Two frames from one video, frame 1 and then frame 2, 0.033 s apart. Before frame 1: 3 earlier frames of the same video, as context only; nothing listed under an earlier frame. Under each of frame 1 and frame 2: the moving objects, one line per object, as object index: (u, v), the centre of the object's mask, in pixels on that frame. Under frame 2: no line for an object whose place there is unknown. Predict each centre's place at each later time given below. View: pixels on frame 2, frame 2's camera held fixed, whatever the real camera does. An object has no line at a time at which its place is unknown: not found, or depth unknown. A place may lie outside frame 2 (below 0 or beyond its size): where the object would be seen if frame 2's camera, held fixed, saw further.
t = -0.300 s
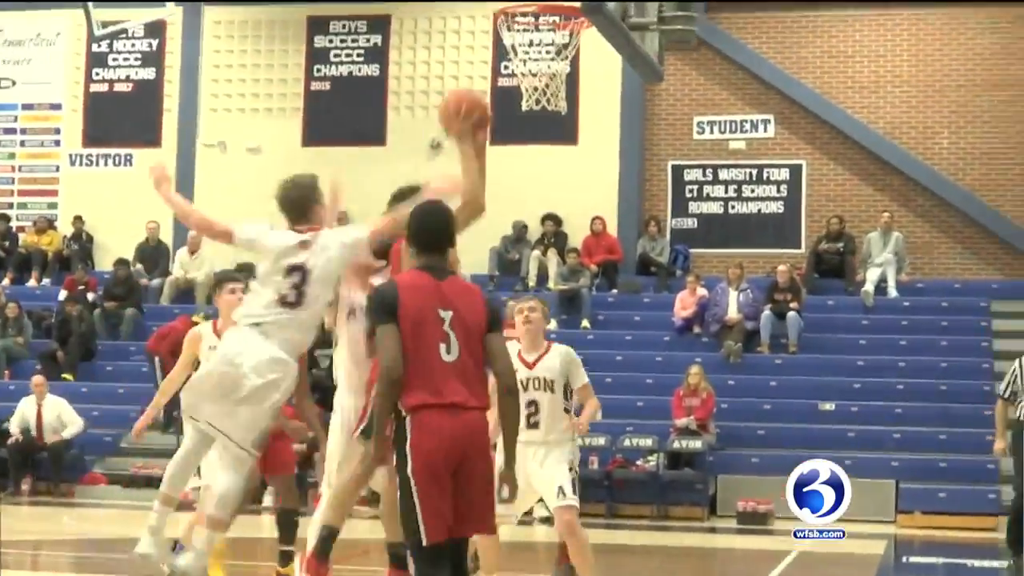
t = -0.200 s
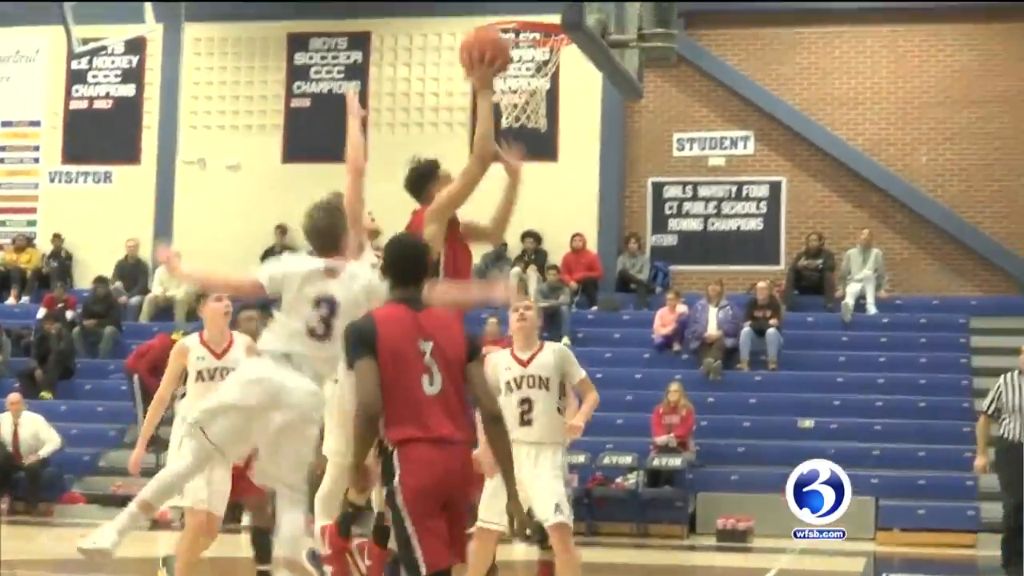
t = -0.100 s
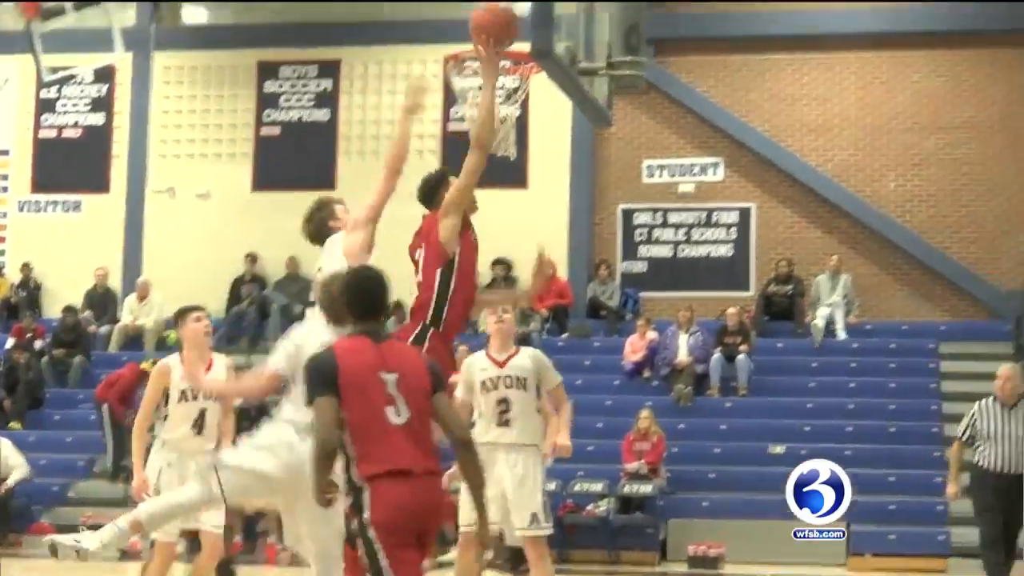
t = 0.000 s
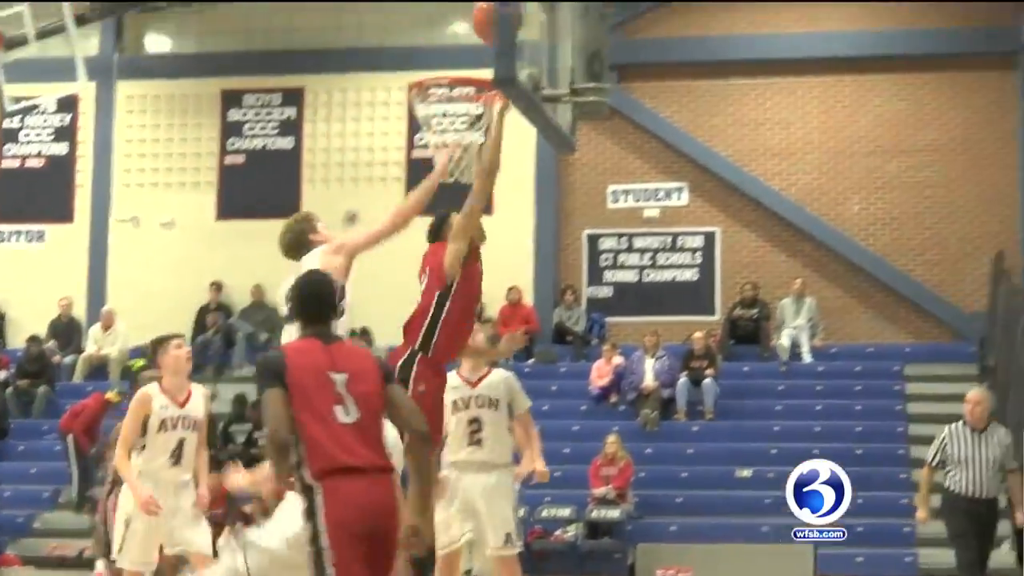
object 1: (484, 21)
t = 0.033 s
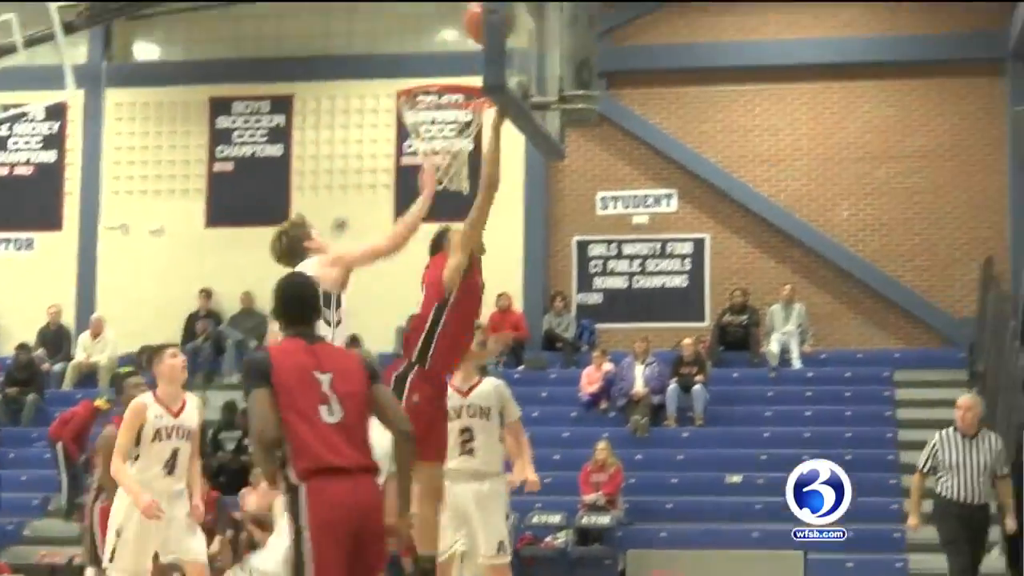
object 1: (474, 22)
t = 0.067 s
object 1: (477, 21)
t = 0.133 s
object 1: (477, 27)
